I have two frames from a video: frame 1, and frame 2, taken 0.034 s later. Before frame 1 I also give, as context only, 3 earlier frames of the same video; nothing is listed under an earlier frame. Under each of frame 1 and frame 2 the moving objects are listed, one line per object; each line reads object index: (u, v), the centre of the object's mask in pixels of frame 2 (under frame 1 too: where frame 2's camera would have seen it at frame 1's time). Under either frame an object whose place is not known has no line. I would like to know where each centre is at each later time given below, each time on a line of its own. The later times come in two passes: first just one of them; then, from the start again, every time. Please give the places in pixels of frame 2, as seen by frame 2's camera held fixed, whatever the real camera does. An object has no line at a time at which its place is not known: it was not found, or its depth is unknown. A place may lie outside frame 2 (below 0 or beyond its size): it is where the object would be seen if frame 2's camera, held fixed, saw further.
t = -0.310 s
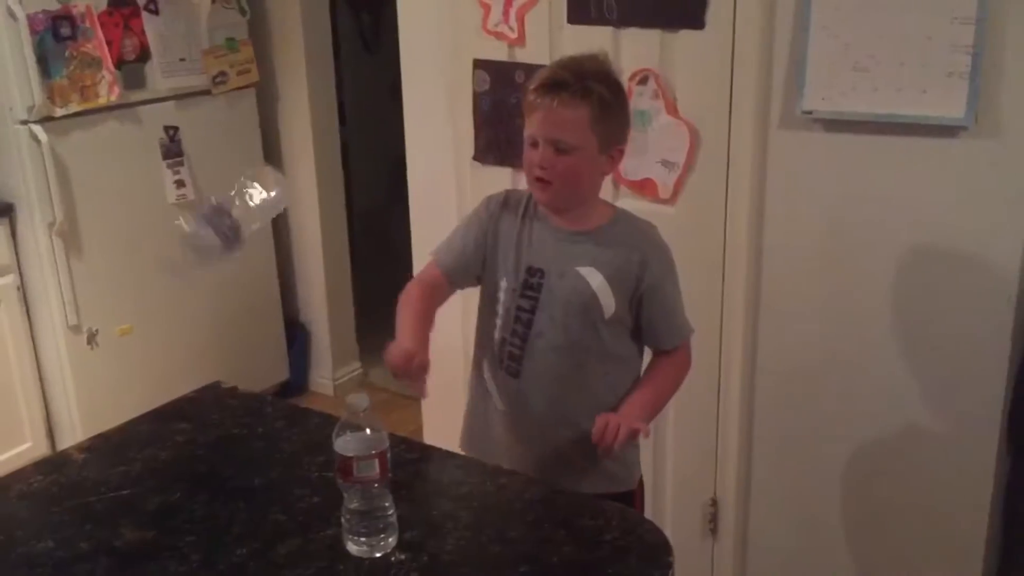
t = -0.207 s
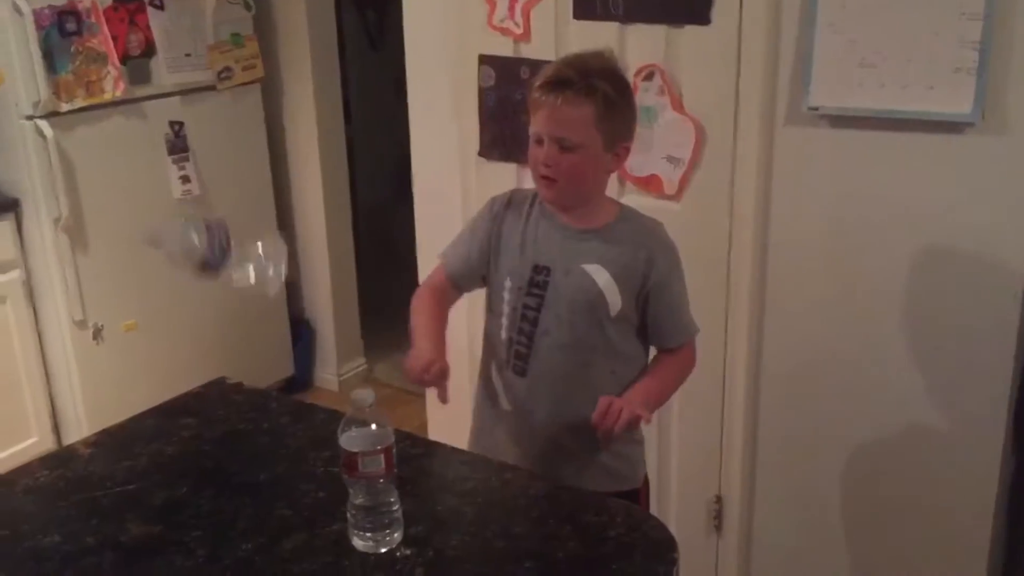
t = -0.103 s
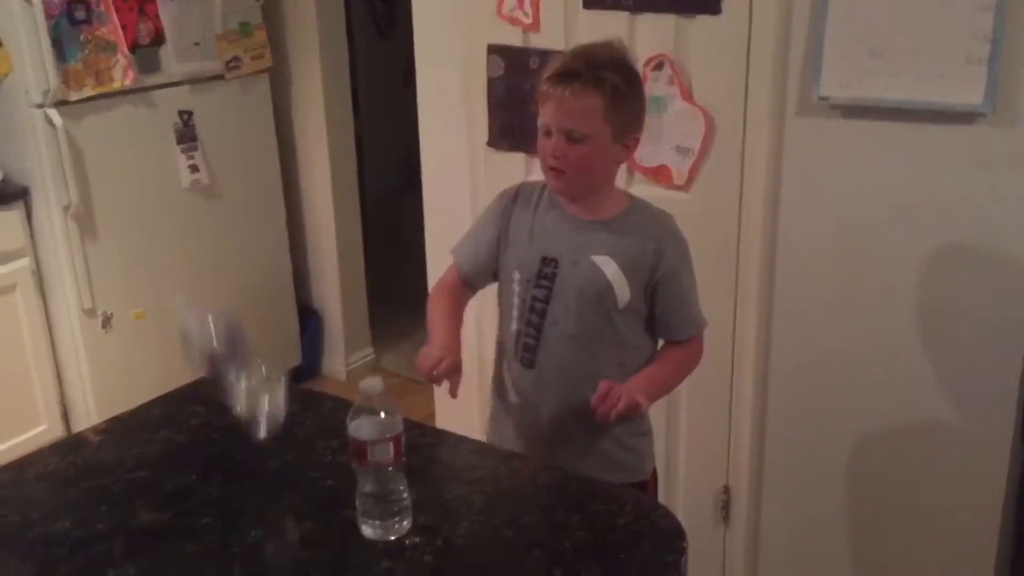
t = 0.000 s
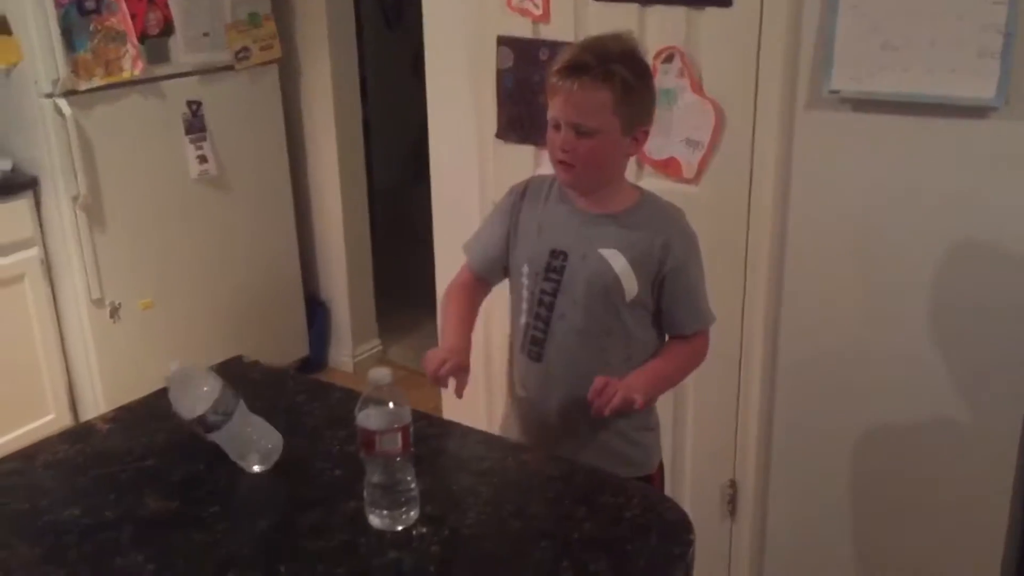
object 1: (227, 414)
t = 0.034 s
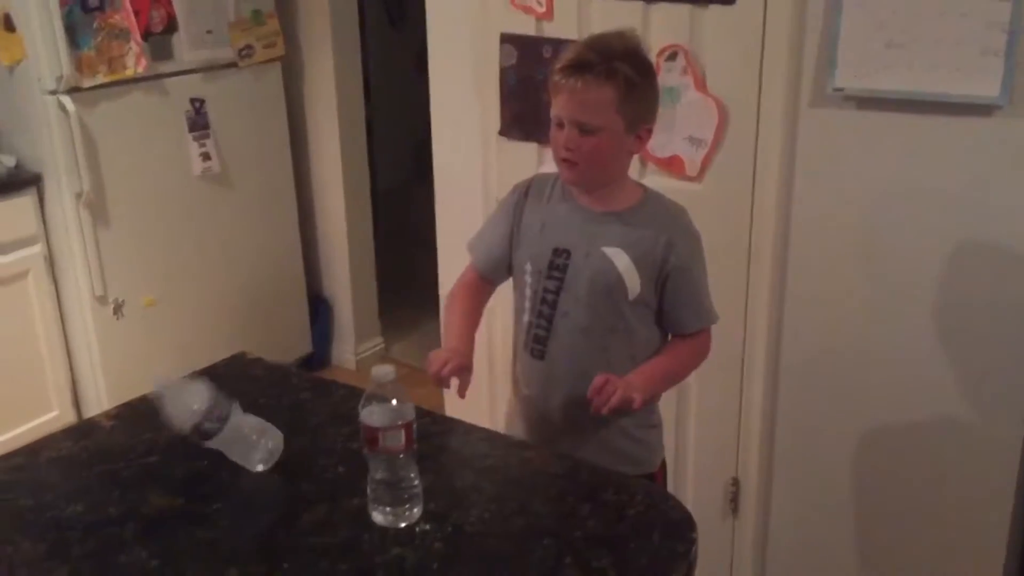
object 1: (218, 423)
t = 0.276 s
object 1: (180, 473)
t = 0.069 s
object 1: (203, 431)
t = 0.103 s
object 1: (189, 450)
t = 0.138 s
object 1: (183, 471)
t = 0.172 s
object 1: (182, 472)
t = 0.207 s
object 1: (180, 473)
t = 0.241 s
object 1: (180, 473)
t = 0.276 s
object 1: (180, 473)
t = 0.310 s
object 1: (180, 473)
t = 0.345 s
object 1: (180, 472)
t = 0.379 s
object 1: (180, 473)
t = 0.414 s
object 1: (180, 473)
